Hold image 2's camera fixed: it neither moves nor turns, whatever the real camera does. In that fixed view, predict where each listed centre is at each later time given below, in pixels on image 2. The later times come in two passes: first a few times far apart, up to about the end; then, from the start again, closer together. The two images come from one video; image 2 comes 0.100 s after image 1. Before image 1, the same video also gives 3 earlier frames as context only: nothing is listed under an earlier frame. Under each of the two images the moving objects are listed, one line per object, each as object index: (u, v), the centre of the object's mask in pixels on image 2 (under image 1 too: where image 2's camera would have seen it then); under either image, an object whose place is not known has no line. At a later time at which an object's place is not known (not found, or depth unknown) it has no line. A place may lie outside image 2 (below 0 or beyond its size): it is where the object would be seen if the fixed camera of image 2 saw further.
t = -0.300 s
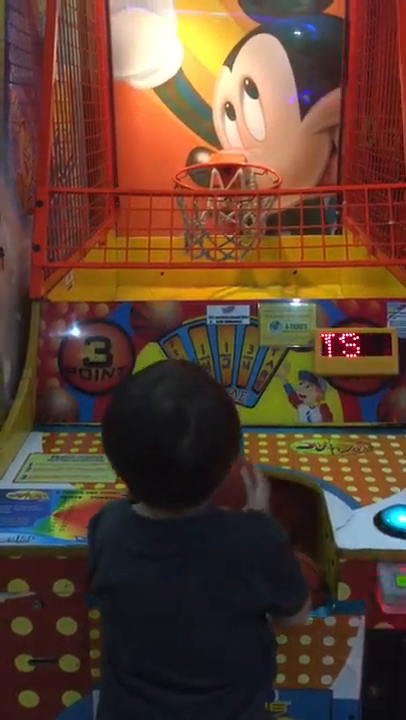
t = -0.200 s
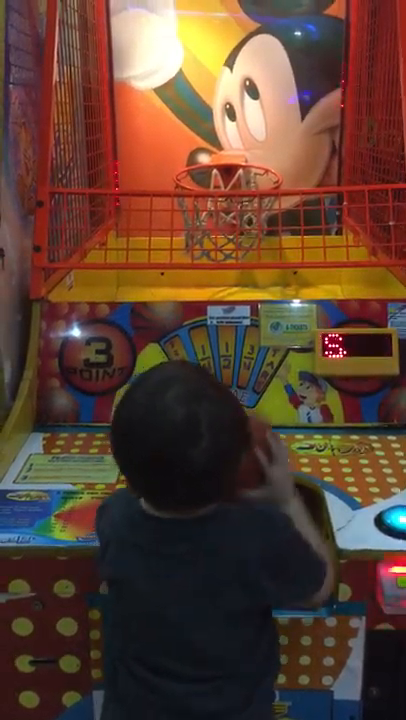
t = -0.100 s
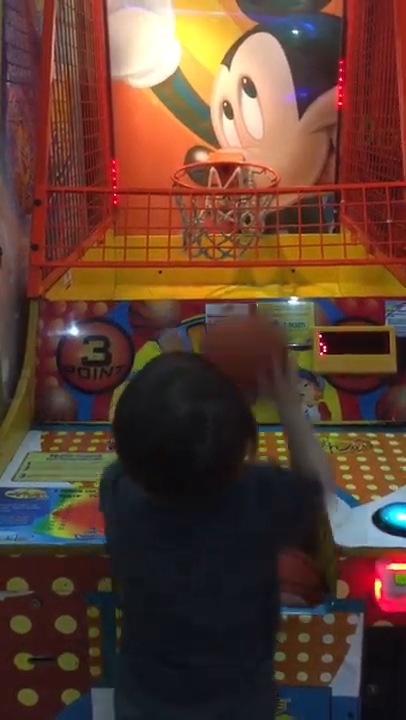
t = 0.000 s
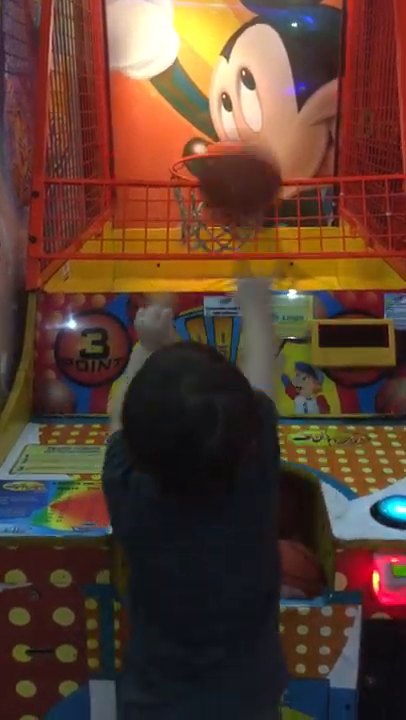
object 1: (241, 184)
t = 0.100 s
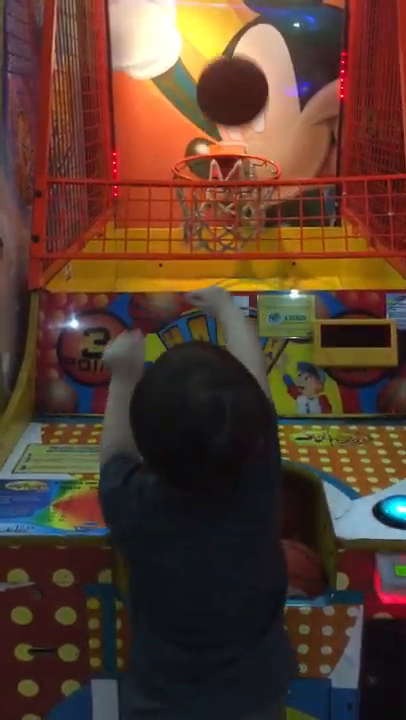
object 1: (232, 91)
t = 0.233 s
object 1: (223, 75)
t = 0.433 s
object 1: (219, 153)
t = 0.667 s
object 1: (185, 121)
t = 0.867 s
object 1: (122, 167)
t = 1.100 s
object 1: (186, 261)
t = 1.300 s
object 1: (230, 284)
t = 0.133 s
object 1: (229, 78)
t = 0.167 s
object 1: (227, 72)
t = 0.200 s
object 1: (225, 71)
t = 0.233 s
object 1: (223, 75)
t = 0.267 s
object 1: (221, 82)
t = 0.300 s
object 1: (219, 92)
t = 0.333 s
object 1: (217, 105)
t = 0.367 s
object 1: (216, 121)
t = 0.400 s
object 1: (215, 139)
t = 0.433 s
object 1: (219, 153)
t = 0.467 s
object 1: (233, 158)
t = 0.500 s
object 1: (245, 163)
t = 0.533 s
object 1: (238, 155)
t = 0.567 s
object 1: (225, 142)
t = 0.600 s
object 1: (211, 128)
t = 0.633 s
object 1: (198, 123)
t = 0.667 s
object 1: (185, 121)
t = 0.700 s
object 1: (173, 121)
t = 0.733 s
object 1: (160, 126)
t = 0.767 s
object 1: (149, 133)
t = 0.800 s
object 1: (137, 144)
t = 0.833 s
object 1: (125, 159)
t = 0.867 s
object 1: (122, 167)
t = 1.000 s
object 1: (162, 239)
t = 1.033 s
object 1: (175, 266)
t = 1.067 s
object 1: (180, 266)
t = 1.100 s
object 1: (186, 261)
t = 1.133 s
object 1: (192, 259)
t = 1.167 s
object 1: (198, 263)
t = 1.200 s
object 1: (207, 269)
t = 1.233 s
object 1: (215, 272)
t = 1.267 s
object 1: (222, 276)
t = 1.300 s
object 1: (230, 284)
